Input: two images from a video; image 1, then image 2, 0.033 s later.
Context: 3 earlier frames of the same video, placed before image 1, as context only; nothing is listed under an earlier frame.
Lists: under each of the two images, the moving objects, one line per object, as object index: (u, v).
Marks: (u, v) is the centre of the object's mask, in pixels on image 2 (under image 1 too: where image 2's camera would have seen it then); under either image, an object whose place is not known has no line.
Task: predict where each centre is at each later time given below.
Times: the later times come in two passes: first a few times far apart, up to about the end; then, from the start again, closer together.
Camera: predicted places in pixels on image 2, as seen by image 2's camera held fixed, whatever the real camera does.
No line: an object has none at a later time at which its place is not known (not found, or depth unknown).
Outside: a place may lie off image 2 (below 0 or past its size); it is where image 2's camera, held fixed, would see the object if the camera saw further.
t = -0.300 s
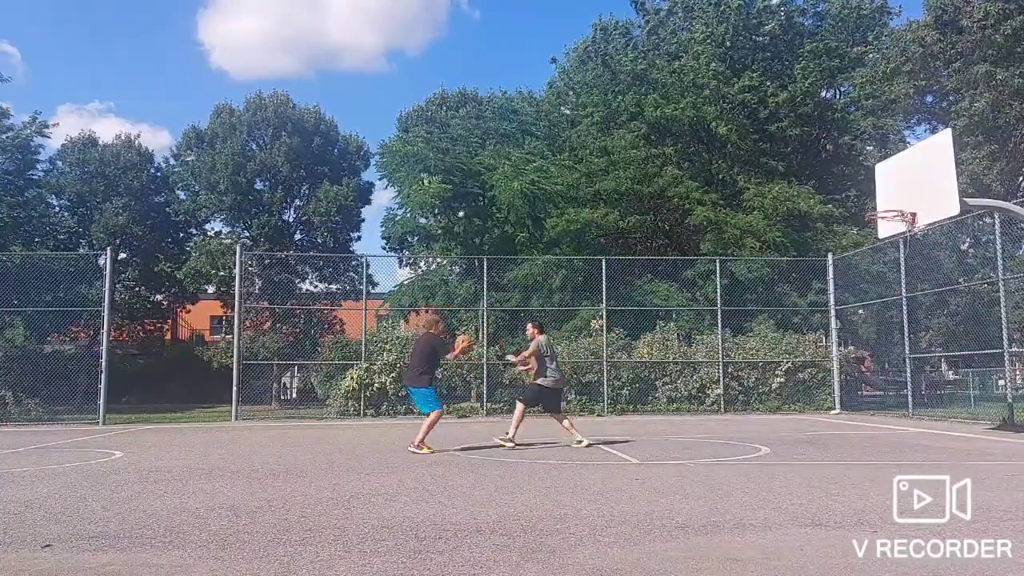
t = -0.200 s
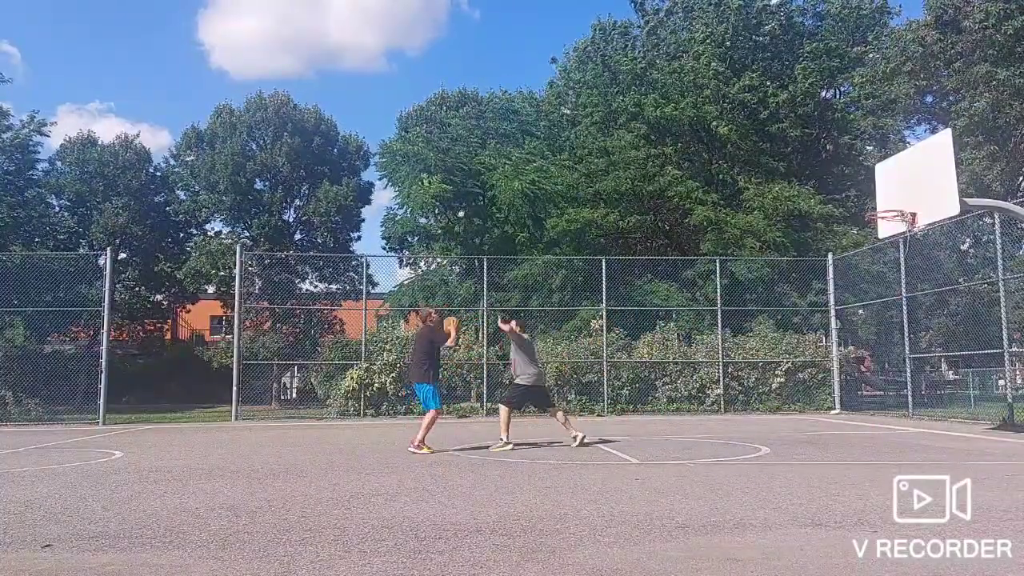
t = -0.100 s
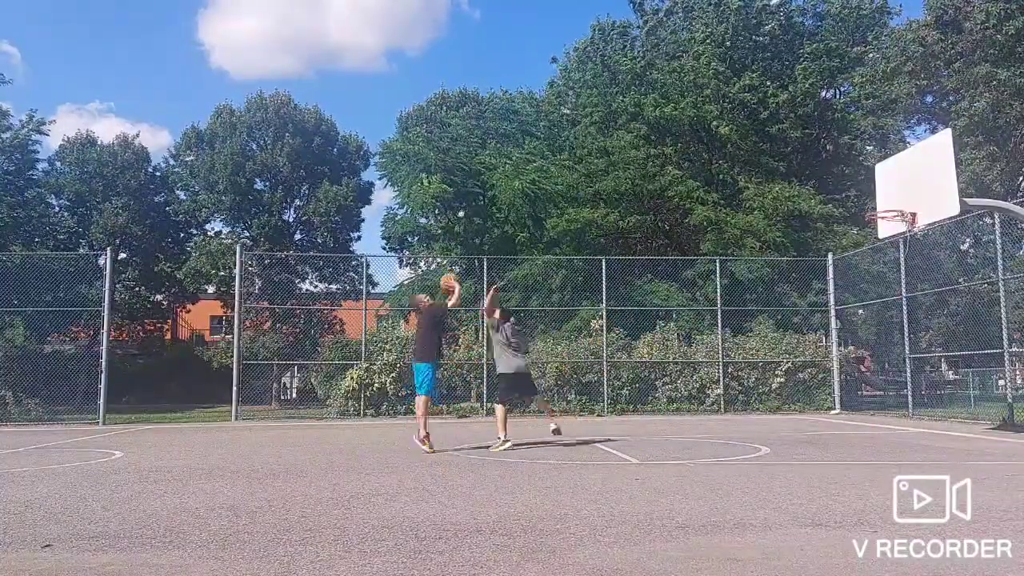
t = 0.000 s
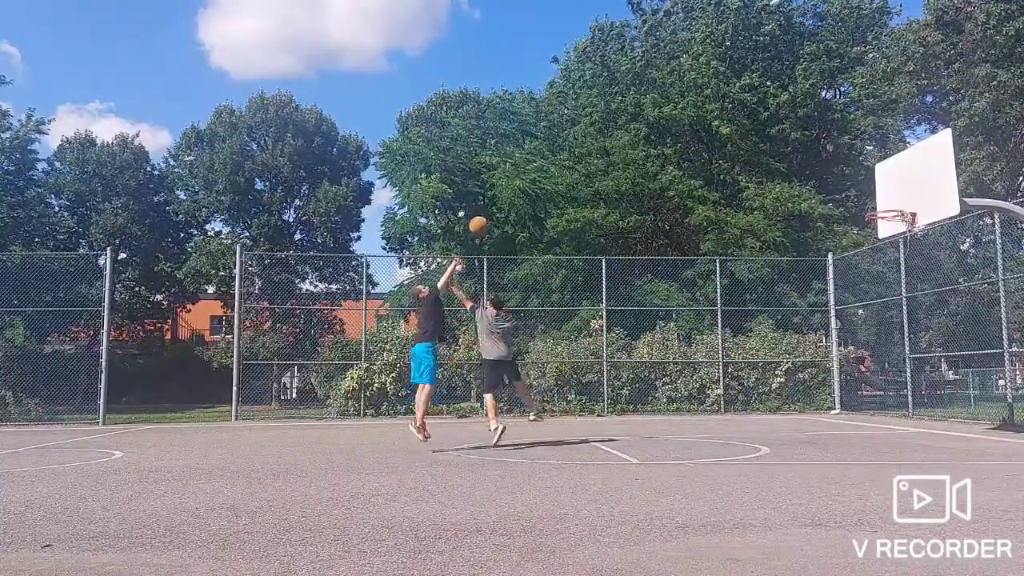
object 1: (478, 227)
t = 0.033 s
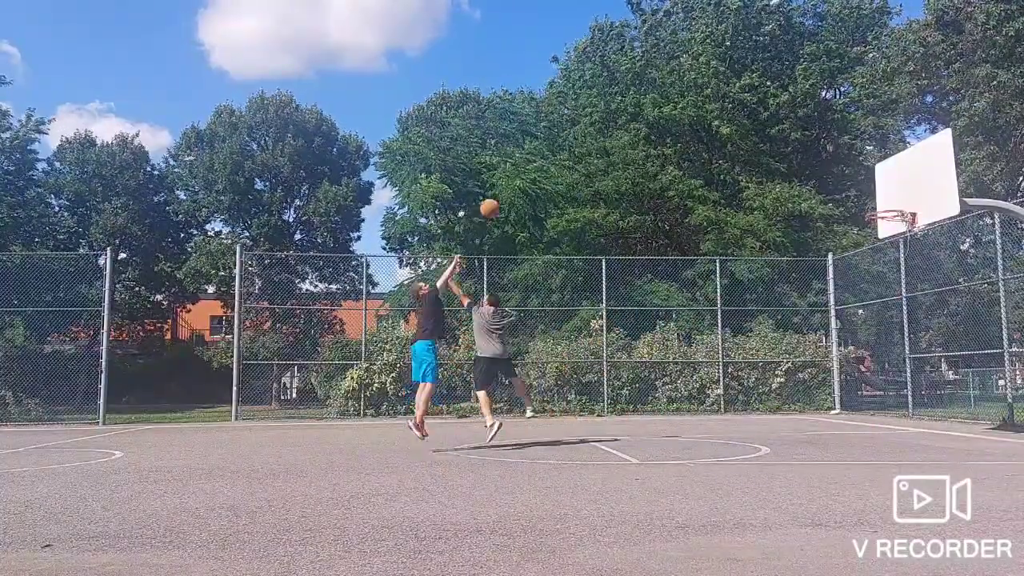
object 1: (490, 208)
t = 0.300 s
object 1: (572, 103)
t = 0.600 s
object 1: (663, 54)
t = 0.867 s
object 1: (743, 66)
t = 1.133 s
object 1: (820, 126)
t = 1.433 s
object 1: (880, 244)
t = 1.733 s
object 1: (815, 383)
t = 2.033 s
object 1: (741, 339)
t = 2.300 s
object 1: (675, 272)
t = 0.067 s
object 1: (501, 192)
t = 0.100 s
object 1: (510, 176)
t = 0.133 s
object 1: (520, 162)
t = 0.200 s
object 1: (542, 135)
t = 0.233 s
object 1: (553, 124)
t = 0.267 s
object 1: (562, 112)
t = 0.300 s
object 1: (572, 103)
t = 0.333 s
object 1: (583, 94)
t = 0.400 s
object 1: (604, 79)
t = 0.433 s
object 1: (614, 73)
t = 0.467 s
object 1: (624, 67)
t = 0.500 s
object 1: (632, 62)
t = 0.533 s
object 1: (644, 58)
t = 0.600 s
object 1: (663, 54)
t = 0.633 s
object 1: (673, 52)
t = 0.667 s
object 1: (683, 52)
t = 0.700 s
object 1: (693, 52)
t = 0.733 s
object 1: (702, 52)
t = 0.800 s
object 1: (723, 57)
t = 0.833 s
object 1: (733, 61)
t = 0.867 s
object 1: (743, 66)
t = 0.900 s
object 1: (754, 69)
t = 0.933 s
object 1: (762, 75)
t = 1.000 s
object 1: (782, 89)
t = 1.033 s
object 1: (791, 98)
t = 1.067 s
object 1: (801, 106)
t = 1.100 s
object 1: (810, 117)
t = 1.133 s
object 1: (820, 126)
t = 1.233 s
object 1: (849, 162)
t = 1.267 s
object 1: (859, 176)
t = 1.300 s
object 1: (868, 189)
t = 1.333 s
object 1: (878, 204)
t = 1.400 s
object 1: (887, 234)
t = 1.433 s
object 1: (880, 244)
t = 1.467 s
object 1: (874, 257)
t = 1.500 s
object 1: (865, 268)
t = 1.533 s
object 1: (857, 282)
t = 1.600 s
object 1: (845, 313)
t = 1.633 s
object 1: (837, 329)
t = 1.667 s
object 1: (828, 348)
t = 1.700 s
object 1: (822, 365)
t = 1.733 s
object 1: (815, 383)
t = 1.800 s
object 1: (802, 426)
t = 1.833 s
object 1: (795, 427)
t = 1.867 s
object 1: (786, 409)
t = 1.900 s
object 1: (777, 393)
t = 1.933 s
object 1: (767, 378)
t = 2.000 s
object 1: (750, 351)
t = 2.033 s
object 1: (741, 339)
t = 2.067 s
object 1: (733, 328)
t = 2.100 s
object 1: (725, 317)
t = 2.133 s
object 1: (717, 308)
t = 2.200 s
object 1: (700, 291)
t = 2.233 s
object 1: (692, 284)
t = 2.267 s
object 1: (683, 277)
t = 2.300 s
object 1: (675, 272)
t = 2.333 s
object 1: (667, 267)
